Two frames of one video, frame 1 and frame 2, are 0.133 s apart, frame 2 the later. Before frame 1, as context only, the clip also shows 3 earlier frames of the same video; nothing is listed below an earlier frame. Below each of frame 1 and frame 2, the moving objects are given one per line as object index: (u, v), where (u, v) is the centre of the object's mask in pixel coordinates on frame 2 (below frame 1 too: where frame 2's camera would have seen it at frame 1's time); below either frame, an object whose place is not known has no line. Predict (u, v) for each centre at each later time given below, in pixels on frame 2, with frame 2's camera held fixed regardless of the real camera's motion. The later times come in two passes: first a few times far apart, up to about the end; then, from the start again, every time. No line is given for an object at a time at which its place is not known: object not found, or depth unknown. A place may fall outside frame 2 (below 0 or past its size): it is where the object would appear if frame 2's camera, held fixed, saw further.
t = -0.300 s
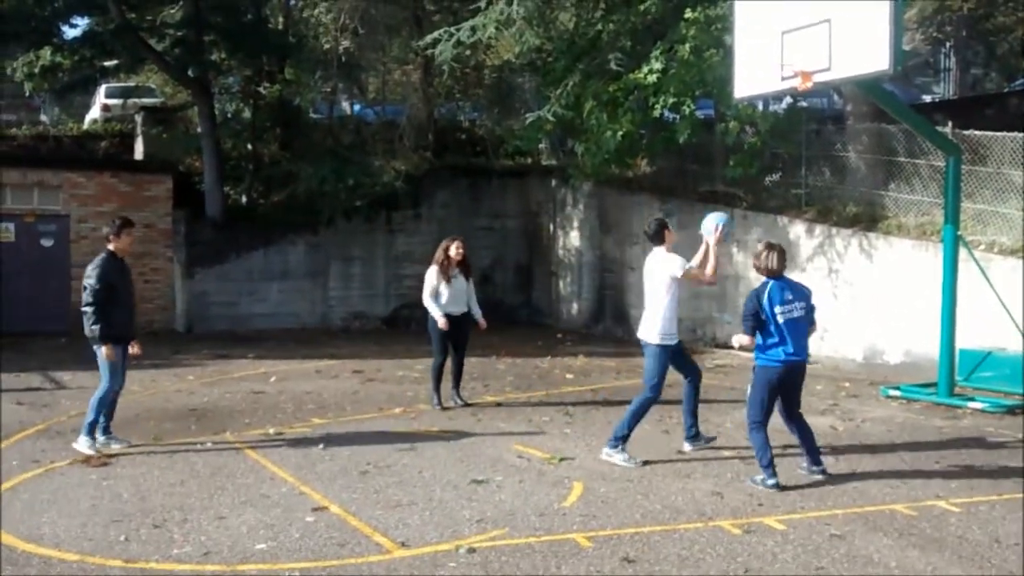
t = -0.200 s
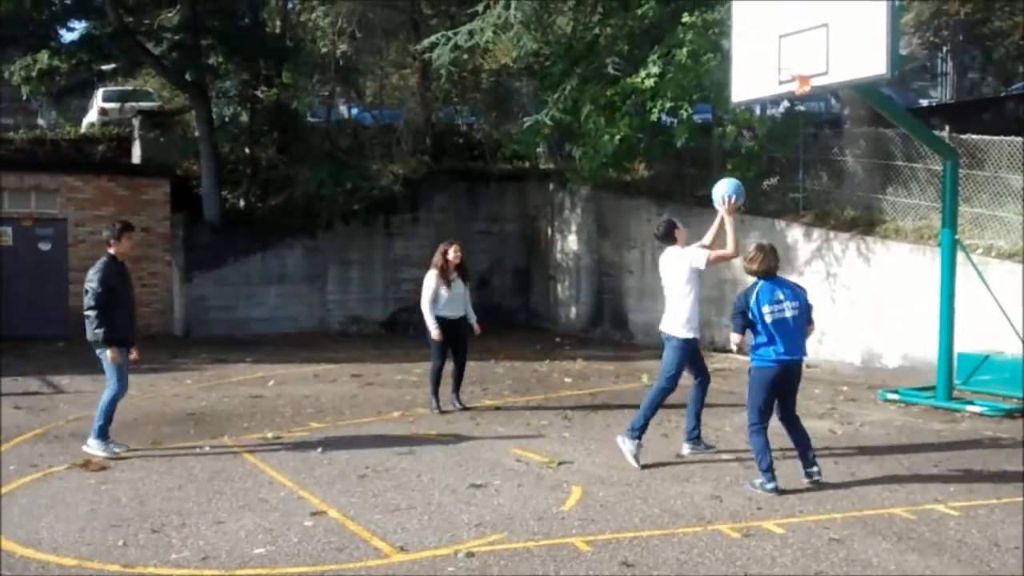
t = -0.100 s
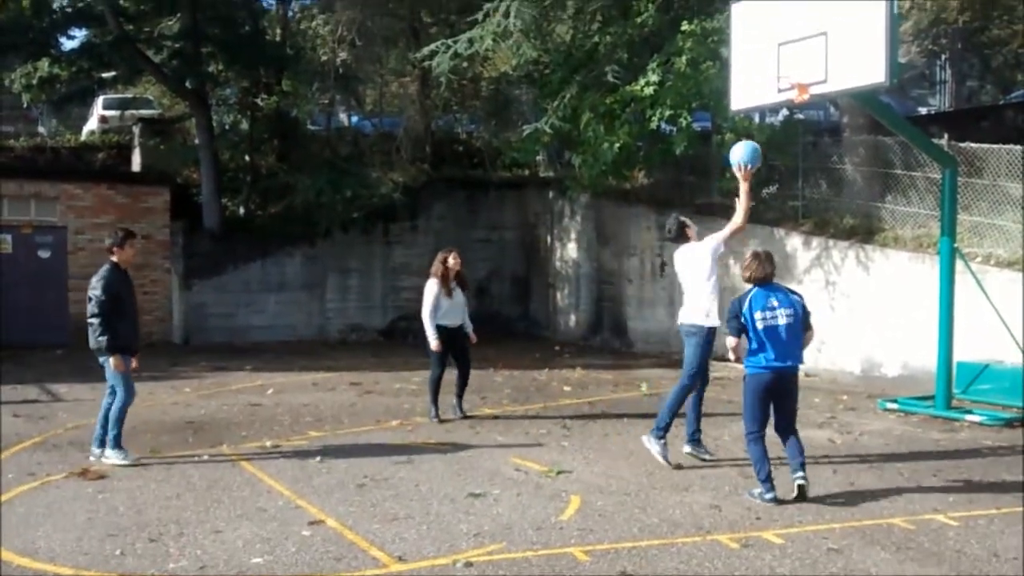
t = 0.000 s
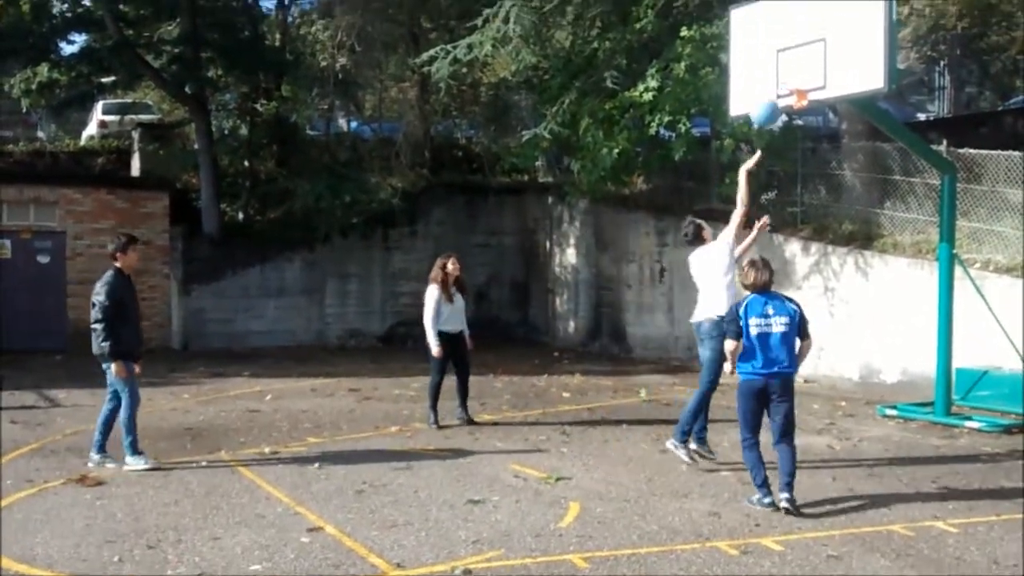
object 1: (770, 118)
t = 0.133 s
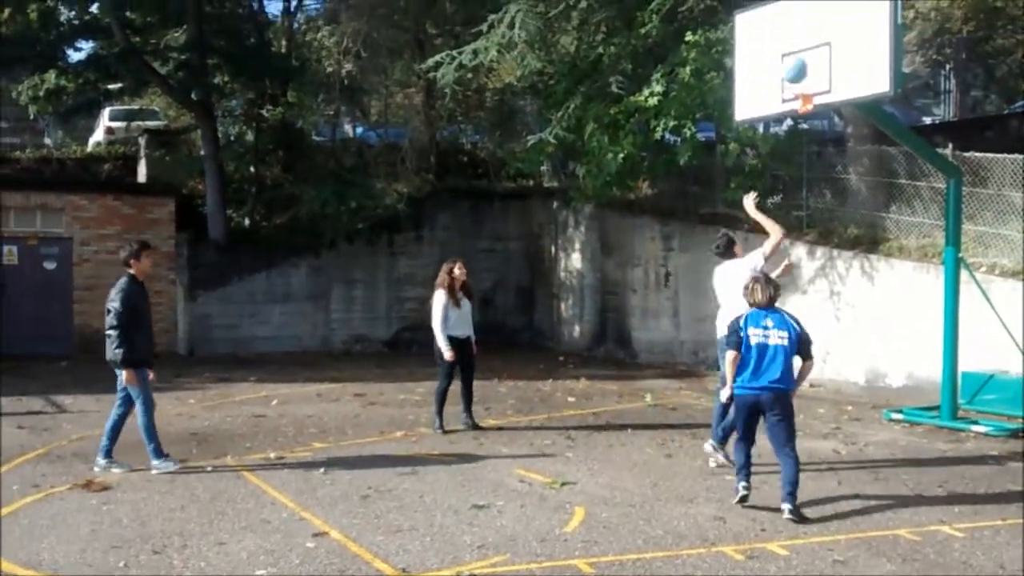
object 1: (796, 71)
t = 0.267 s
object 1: (817, 52)
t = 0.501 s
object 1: (777, 67)
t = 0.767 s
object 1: (727, 61)
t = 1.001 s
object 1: (689, 110)
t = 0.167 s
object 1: (801, 63)
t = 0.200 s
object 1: (808, 58)
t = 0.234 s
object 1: (810, 55)
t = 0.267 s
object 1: (817, 52)
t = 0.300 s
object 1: (823, 49)
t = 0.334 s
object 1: (819, 50)
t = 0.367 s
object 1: (809, 50)
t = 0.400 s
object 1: (801, 53)
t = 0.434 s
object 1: (794, 58)
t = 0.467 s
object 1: (788, 62)
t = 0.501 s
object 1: (777, 67)
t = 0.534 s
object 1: (770, 76)
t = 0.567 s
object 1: (765, 75)
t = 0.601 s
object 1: (759, 71)
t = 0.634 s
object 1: (754, 66)
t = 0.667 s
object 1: (744, 62)
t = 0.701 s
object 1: (738, 60)
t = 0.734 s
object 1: (733, 59)
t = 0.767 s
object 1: (727, 61)
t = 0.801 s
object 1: (722, 65)
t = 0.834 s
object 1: (717, 68)
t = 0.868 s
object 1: (712, 74)
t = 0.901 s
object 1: (706, 80)
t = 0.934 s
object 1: (700, 89)
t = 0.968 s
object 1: (694, 99)
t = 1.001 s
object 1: (689, 110)
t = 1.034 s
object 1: (683, 123)
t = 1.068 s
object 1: (677, 136)
